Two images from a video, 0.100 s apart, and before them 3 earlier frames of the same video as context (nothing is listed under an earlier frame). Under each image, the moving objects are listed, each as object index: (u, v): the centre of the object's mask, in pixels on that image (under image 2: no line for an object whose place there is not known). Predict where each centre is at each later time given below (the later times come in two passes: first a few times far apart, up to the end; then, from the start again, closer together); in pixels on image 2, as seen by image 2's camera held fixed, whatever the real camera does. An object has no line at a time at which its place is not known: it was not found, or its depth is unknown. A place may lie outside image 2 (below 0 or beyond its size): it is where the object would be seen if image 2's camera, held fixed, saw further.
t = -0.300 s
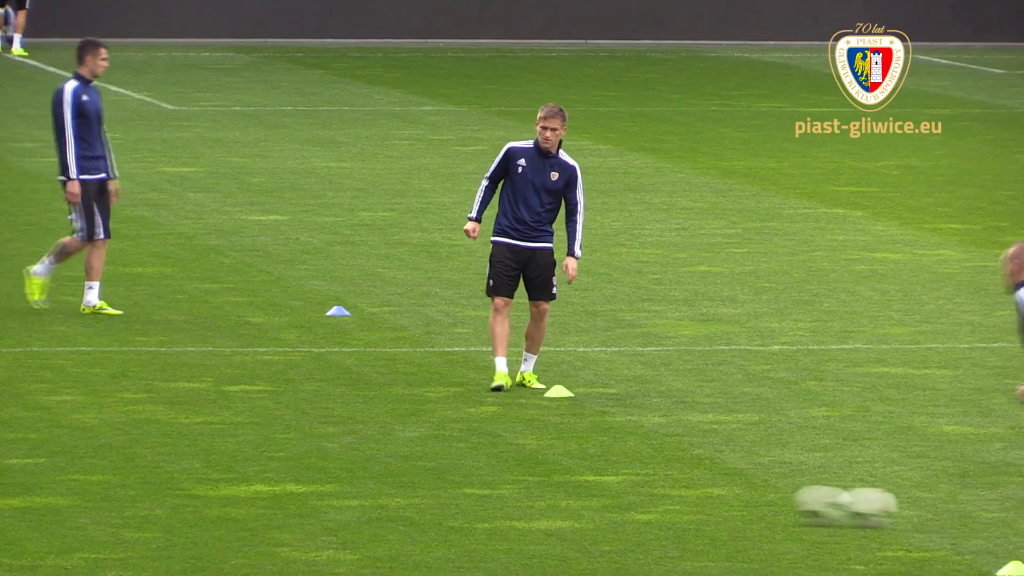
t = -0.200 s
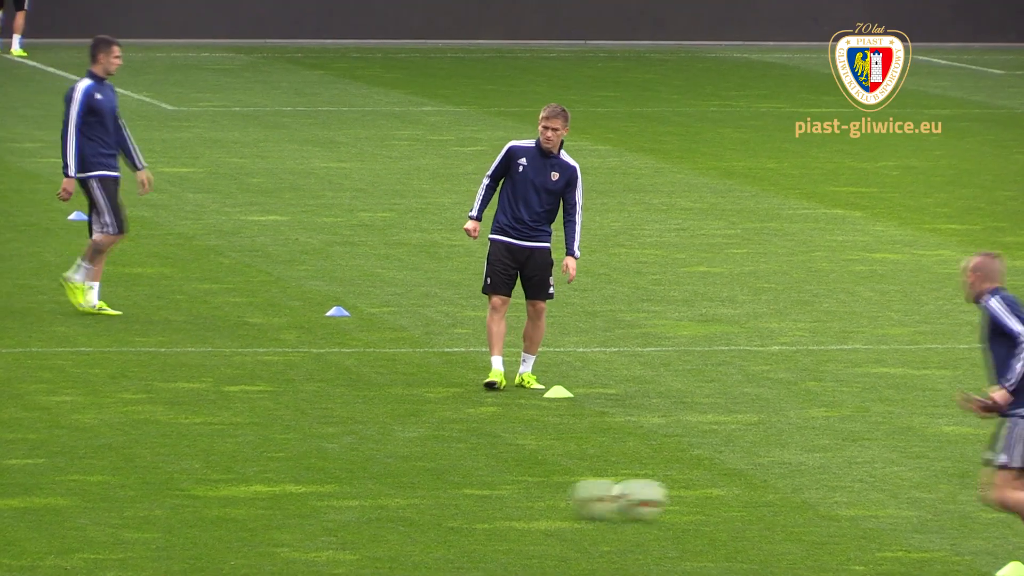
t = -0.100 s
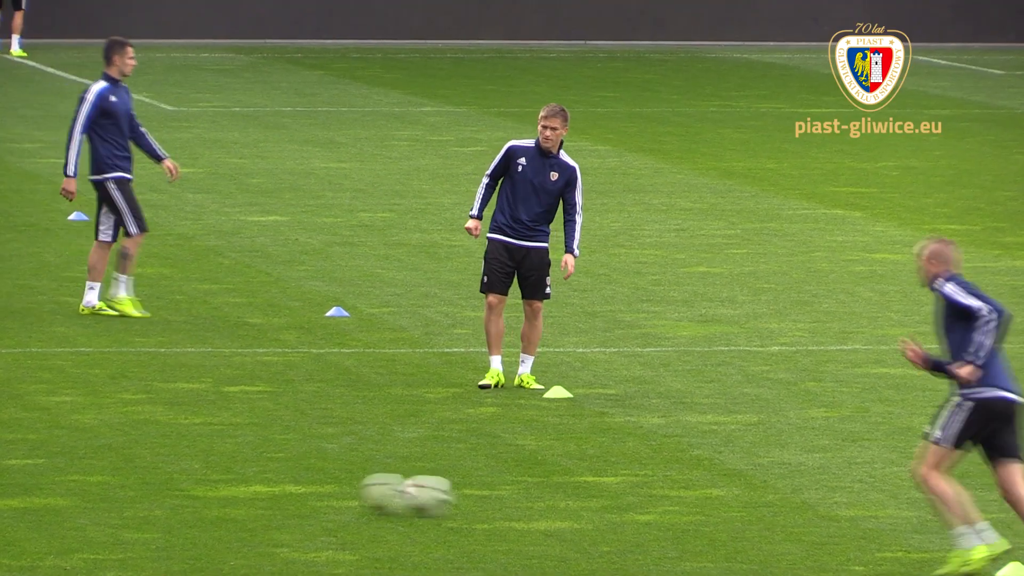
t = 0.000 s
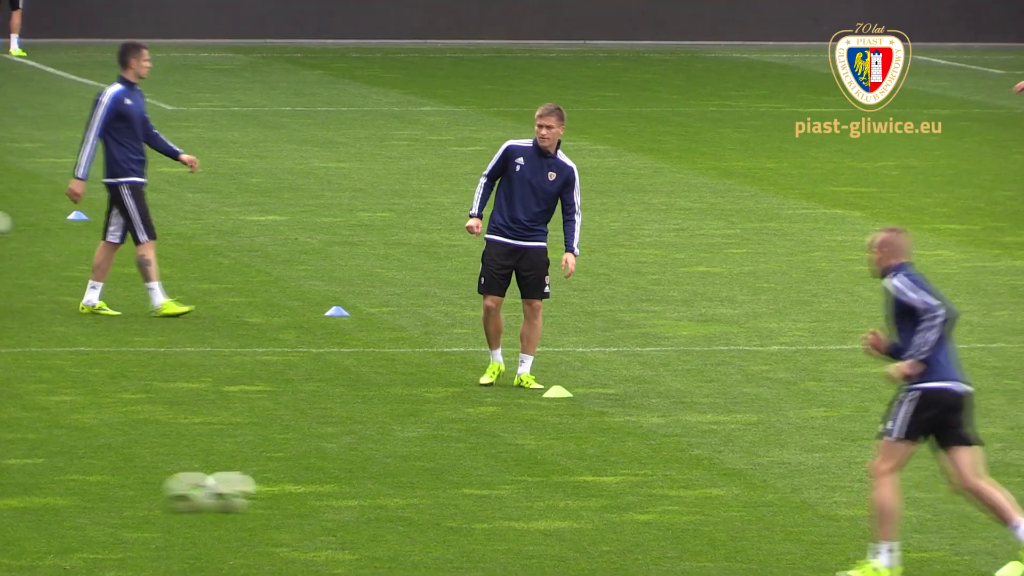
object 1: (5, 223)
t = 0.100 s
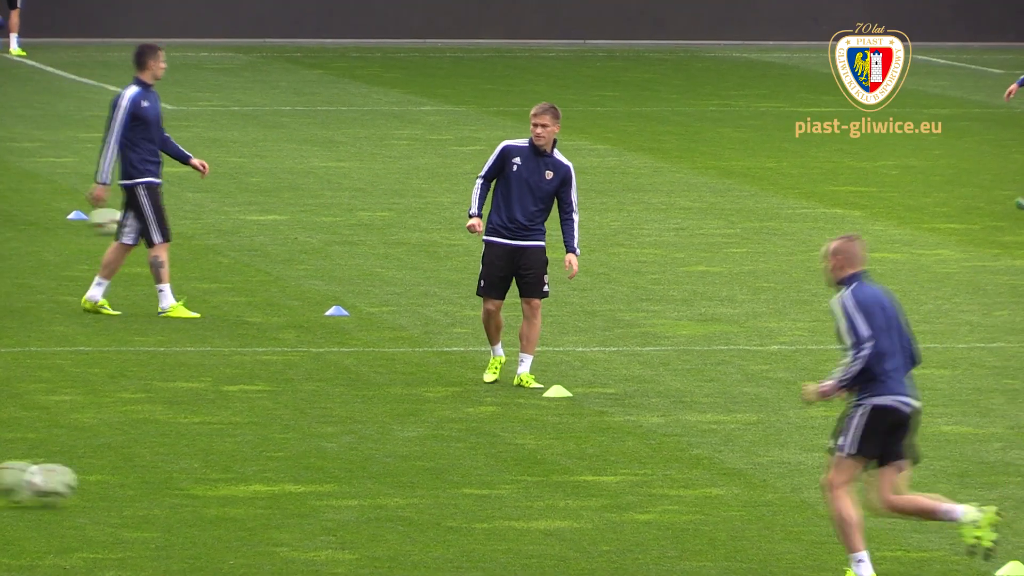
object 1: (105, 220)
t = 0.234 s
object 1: (289, 217)
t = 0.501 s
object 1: (581, 213)
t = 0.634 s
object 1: (705, 210)
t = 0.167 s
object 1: (212, 219)
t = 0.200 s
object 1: (250, 217)
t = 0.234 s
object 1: (289, 217)
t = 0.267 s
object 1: (325, 216)
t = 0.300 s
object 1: (371, 216)
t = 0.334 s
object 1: (405, 215)
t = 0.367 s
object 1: (437, 214)
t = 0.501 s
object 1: (581, 213)
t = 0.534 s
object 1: (610, 212)
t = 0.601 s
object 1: (679, 211)
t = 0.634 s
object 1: (705, 210)
